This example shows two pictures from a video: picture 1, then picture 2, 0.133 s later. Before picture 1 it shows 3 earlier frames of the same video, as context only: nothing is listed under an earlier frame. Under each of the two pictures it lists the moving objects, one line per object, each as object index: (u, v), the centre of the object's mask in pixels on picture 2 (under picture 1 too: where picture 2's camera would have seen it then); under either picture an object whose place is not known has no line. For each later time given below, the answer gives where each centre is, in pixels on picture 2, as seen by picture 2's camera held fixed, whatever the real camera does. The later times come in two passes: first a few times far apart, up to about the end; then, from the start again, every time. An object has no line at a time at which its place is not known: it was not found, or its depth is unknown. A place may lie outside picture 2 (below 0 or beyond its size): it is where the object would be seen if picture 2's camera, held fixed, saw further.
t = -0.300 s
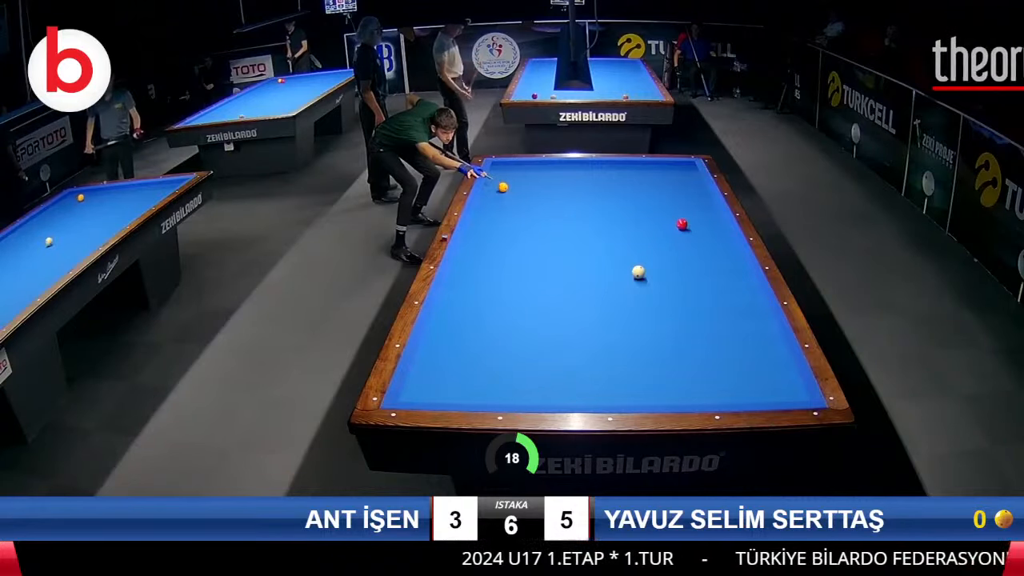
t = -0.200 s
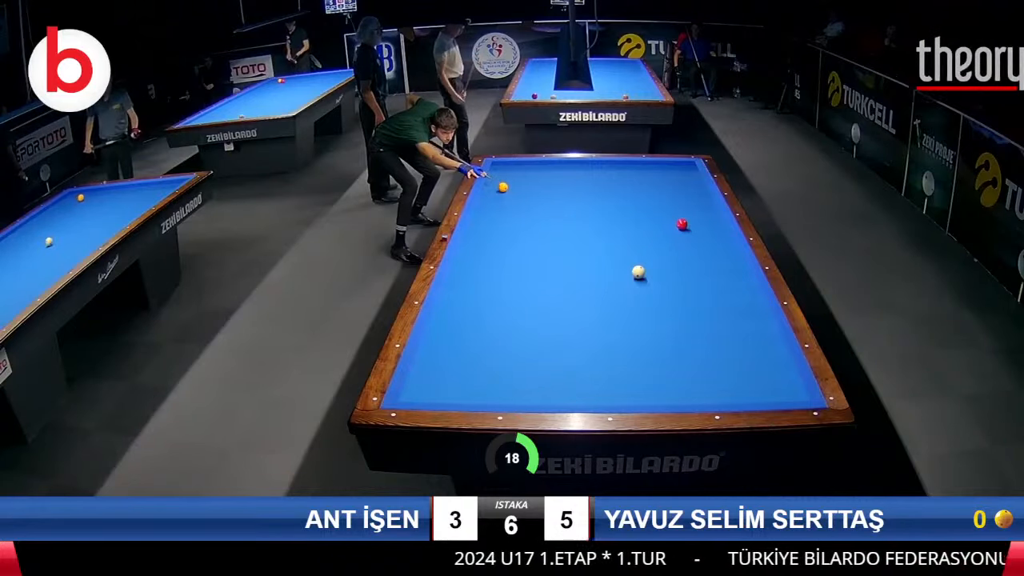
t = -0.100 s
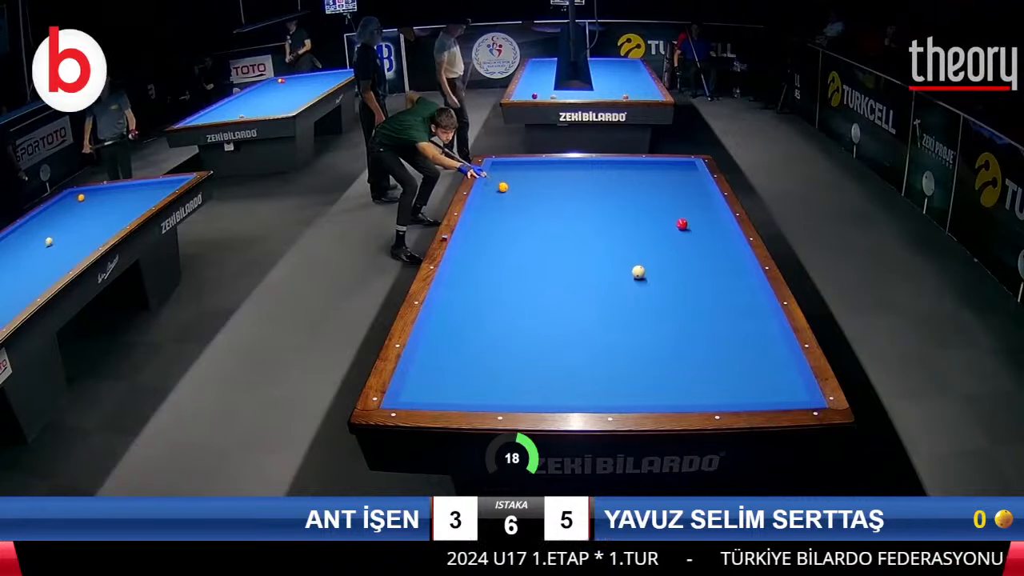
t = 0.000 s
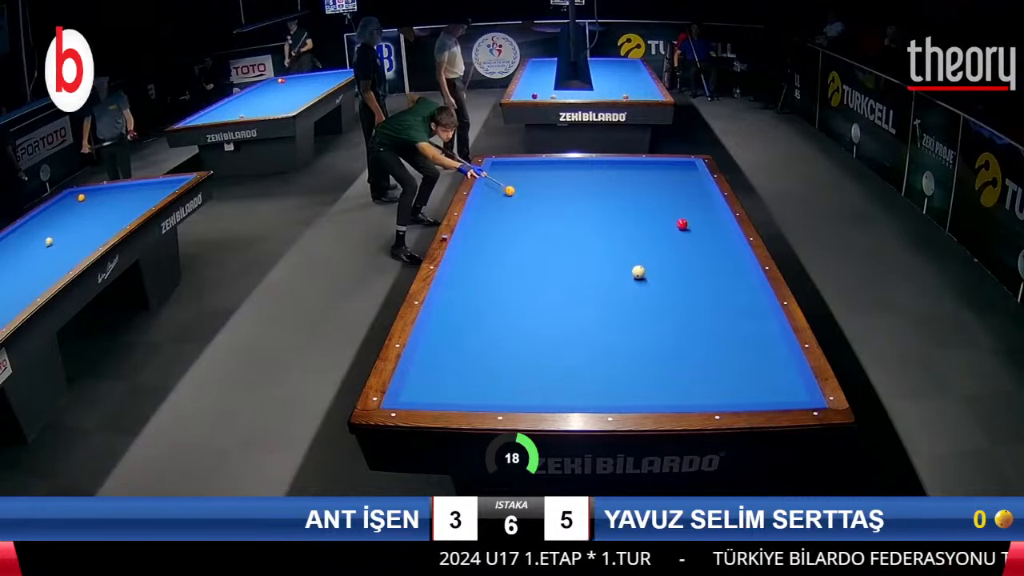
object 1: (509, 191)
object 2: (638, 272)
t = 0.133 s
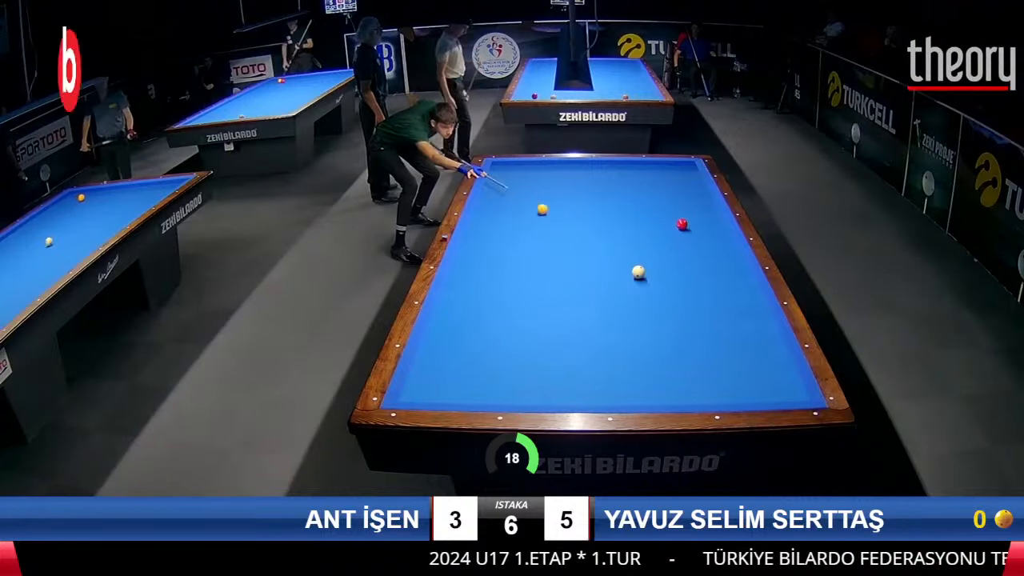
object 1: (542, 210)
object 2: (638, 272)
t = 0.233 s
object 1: (569, 225)
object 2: (638, 272)
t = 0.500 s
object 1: (661, 270)
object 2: (634, 278)
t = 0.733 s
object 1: (749, 295)
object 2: (616, 309)
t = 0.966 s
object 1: (683, 322)
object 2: (598, 339)
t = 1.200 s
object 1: (624, 354)
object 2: (576, 375)
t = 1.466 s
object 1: (558, 381)
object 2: (544, 398)
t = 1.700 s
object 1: (529, 360)
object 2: (518, 377)
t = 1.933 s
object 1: (498, 345)
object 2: (495, 358)
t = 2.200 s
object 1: (463, 332)
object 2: (472, 341)
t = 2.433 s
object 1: (437, 321)
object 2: (454, 329)
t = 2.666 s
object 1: (459, 307)
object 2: (439, 318)
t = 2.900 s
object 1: (478, 295)
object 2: (453, 307)
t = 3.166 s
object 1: (498, 281)
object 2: (468, 297)
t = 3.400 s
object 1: (515, 271)
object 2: (481, 288)
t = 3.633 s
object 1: (531, 261)
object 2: (493, 280)
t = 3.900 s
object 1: (547, 251)
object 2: (506, 271)
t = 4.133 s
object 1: (560, 242)
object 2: (516, 264)
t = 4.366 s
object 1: (573, 234)
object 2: (526, 258)
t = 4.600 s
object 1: (584, 227)
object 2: (536, 252)
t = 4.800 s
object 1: (593, 221)
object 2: (543, 247)
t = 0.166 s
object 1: (550, 214)
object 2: (638, 272)
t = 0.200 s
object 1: (559, 219)
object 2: (638, 272)
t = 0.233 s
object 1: (569, 225)
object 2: (638, 272)
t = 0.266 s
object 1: (579, 231)
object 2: (638, 272)
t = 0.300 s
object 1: (589, 237)
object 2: (638, 272)
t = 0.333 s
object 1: (599, 243)
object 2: (638, 272)
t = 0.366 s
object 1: (610, 249)
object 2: (638, 272)
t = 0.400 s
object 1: (622, 255)
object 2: (638, 272)
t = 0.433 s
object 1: (633, 261)
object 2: (638, 272)
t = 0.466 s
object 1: (647, 268)
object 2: (637, 273)
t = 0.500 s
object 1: (661, 270)
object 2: (634, 278)
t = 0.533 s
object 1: (676, 273)
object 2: (632, 283)
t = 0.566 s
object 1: (691, 276)
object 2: (629, 287)
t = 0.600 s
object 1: (707, 280)
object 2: (626, 292)
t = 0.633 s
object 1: (722, 283)
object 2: (624, 296)
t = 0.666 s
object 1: (737, 287)
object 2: (621, 300)
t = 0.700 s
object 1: (752, 291)
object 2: (619, 305)
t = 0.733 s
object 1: (749, 295)
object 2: (616, 309)
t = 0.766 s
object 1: (740, 298)
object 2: (614, 313)
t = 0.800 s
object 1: (730, 302)
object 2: (611, 317)
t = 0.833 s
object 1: (720, 305)
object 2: (609, 321)
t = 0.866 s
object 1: (711, 310)
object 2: (606, 326)
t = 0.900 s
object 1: (702, 314)
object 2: (603, 330)
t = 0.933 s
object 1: (693, 318)
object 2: (600, 335)
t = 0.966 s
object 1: (683, 322)
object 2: (598, 339)
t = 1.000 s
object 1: (675, 326)
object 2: (595, 344)
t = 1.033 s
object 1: (666, 330)
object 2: (592, 349)
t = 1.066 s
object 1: (658, 335)
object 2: (588, 354)
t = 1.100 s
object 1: (650, 340)
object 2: (585, 359)
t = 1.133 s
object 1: (642, 344)
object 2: (582, 364)
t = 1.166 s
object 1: (633, 349)
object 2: (579, 369)
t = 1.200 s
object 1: (624, 354)
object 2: (576, 375)
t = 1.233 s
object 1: (615, 359)
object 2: (572, 380)
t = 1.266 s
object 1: (606, 363)
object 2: (569, 386)
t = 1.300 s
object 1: (597, 369)
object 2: (565, 391)
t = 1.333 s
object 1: (587, 374)
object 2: (561, 396)
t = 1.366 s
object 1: (577, 380)
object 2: (558, 399)
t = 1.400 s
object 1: (568, 384)
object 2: (557, 397)
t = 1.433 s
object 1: (562, 385)
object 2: (551, 397)
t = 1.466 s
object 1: (558, 381)
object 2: (544, 398)
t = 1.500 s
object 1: (554, 377)
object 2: (540, 396)
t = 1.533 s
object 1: (550, 374)
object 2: (536, 393)
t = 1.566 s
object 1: (546, 370)
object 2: (532, 389)
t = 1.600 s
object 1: (542, 367)
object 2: (528, 386)
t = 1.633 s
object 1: (538, 364)
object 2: (525, 383)
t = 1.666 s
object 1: (534, 362)
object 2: (521, 380)
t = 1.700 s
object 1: (529, 360)
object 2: (518, 377)
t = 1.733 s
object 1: (525, 358)
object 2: (514, 374)
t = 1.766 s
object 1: (520, 356)
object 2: (511, 371)
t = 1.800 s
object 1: (516, 354)
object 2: (508, 369)
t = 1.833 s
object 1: (511, 352)
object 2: (504, 366)
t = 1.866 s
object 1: (507, 350)
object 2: (501, 363)
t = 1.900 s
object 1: (503, 348)
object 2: (498, 361)
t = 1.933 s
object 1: (498, 345)
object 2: (495, 358)
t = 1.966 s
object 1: (494, 343)
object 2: (492, 356)
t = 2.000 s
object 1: (490, 341)
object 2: (489, 353)
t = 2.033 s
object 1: (485, 339)
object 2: (486, 351)
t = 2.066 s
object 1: (481, 338)
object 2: (482, 349)
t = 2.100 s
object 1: (476, 336)
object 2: (480, 347)
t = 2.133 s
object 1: (472, 335)
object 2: (477, 345)
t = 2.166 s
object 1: (467, 333)
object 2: (475, 343)
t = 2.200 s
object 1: (463, 332)
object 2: (472, 341)
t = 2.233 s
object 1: (459, 330)
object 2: (470, 339)
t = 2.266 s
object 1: (456, 329)
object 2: (467, 338)
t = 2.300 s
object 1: (452, 327)
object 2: (464, 336)
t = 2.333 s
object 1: (448, 326)
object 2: (462, 334)
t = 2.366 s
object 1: (445, 324)
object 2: (459, 332)
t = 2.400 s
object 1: (441, 322)
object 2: (457, 330)
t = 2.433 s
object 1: (437, 321)
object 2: (454, 329)
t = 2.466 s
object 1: (440, 318)
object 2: (452, 327)
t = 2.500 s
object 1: (443, 315)
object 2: (450, 326)
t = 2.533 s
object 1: (447, 312)
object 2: (448, 324)
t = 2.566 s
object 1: (451, 311)
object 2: (445, 322)
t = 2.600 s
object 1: (453, 310)
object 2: (443, 321)
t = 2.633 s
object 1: (456, 309)
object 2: (441, 319)
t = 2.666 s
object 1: (459, 307)
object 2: (439, 318)
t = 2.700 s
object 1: (462, 305)
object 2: (440, 316)
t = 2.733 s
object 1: (464, 304)
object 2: (442, 315)
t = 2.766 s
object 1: (467, 302)
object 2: (444, 313)
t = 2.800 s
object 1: (470, 300)
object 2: (446, 312)
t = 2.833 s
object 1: (473, 298)
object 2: (449, 310)
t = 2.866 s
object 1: (475, 296)
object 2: (451, 309)
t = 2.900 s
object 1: (478, 295)
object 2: (453, 307)
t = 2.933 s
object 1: (481, 293)
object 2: (455, 306)
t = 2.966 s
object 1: (483, 291)
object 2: (457, 305)
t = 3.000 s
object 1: (486, 290)
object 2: (459, 303)
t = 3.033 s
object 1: (489, 288)
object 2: (461, 302)
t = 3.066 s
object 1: (491, 286)
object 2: (463, 300)
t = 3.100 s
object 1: (494, 285)
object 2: (465, 299)
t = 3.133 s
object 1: (496, 283)
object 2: (467, 298)
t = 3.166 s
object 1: (498, 281)
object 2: (468, 297)
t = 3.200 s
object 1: (501, 280)
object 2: (470, 295)
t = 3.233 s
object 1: (503, 278)
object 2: (472, 294)
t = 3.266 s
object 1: (506, 277)
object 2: (474, 293)
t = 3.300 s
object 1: (509, 275)
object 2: (476, 292)
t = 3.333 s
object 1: (511, 274)
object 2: (478, 290)
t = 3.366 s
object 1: (513, 272)
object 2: (480, 289)
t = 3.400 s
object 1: (515, 271)
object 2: (481, 288)
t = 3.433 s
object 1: (518, 269)
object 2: (483, 287)
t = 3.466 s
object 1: (520, 268)
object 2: (485, 286)
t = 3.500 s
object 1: (522, 267)
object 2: (487, 284)
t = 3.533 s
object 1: (524, 265)
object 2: (488, 283)
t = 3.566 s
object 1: (527, 264)
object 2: (490, 282)
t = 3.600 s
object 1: (529, 263)
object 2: (492, 281)
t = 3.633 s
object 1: (531, 261)
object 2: (493, 280)
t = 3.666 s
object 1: (533, 260)
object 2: (495, 279)
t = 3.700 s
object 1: (535, 258)
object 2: (497, 278)
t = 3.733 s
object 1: (537, 257)
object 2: (498, 276)
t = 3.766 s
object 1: (539, 256)
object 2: (500, 276)
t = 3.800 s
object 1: (541, 254)
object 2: (501, 274)
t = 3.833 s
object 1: (543, 253)
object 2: (503, 273)
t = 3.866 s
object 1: (545, 252)
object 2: (505, 272)
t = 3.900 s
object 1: (547, 251)
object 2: (506, 271)
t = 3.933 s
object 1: (549, 250)
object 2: (508, 270)
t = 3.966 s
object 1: (551, 248)
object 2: (509, 269)
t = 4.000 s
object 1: (553, 247)
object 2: (511, 268)
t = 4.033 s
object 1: (555, 246)
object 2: (512, 267)
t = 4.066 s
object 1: (557, 245)
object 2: (513, 266)
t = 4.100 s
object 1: (559, 243)
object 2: (515, 265)
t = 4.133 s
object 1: (560, 242)
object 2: (516, 264)
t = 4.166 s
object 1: (562, 241)
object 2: (518, 263)
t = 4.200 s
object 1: (564, 240)
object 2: (519, 262)
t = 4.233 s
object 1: (566, 239)
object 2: (521, 261)
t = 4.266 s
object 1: (568, 238)
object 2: (522, 260)
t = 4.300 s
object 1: (569, 237)
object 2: (524, 260)
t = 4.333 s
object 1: (571, 236)
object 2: (525, 259)
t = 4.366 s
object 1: (573, 234)
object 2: (526, 258)
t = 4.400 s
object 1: (575, 233)
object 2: (528, 257)
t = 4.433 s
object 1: (576, 232)
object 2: (529, 256)
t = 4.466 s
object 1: (578, 231)
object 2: (531, 255)
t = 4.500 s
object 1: (579, 230)
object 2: (532, 254)
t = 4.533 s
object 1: (581, 229)
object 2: (533, 253)
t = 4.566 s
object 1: (583, 228)
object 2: (535, 252)
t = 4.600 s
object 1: (584, 227)
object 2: (536, 252)
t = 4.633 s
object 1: (586, 226)
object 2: (537, 251)
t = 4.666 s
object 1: (587, 225)
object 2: (538, 250)
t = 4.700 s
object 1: (589, 224)
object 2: (540, 249)
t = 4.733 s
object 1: (591, 223)
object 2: (541, 248)
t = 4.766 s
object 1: (592, 222)
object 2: (542, 247)
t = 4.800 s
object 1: (593, 221)
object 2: (543, 247)
